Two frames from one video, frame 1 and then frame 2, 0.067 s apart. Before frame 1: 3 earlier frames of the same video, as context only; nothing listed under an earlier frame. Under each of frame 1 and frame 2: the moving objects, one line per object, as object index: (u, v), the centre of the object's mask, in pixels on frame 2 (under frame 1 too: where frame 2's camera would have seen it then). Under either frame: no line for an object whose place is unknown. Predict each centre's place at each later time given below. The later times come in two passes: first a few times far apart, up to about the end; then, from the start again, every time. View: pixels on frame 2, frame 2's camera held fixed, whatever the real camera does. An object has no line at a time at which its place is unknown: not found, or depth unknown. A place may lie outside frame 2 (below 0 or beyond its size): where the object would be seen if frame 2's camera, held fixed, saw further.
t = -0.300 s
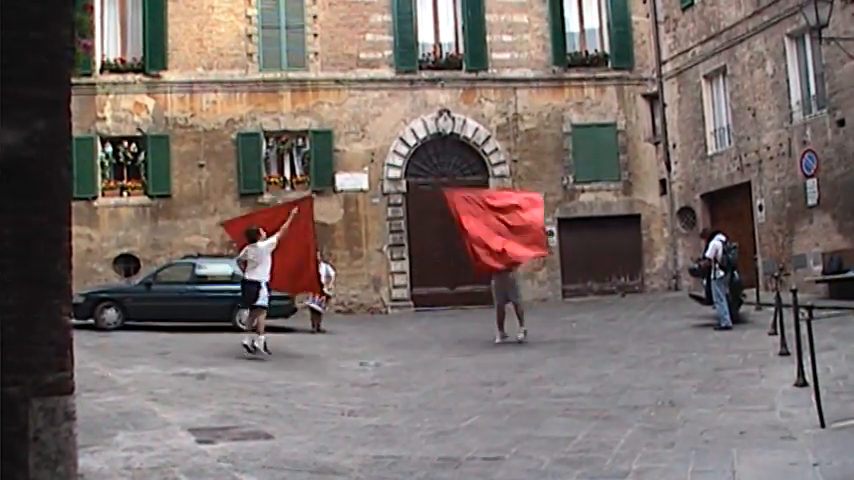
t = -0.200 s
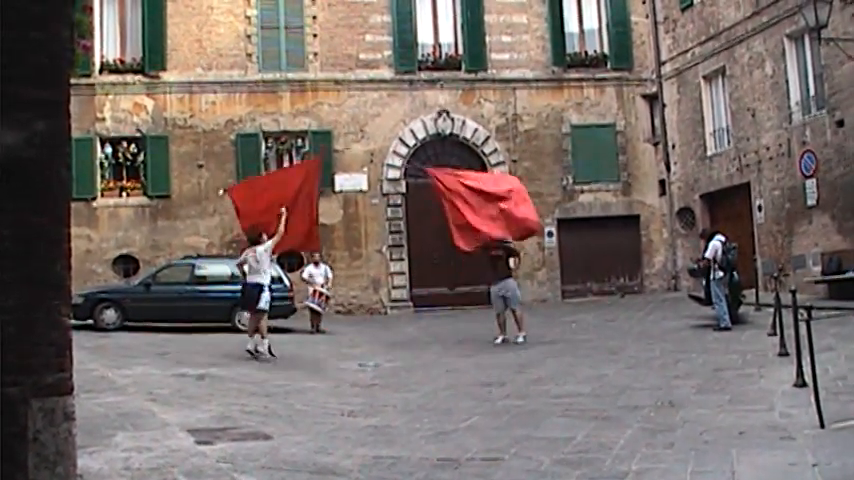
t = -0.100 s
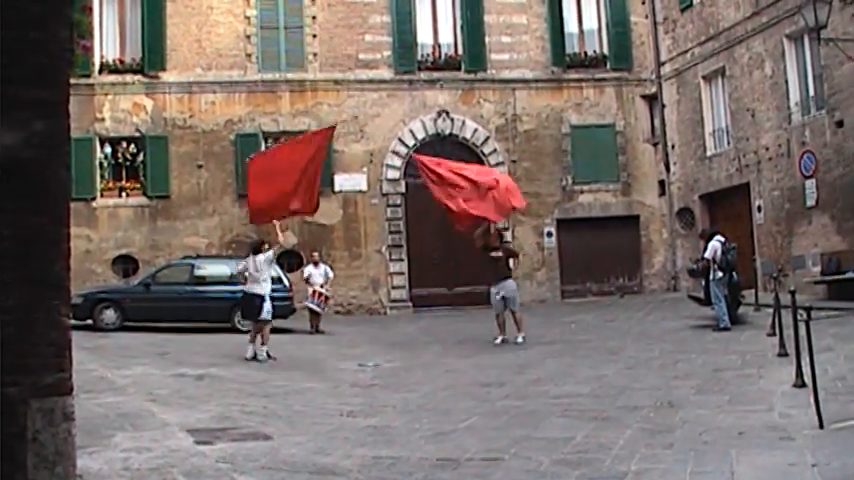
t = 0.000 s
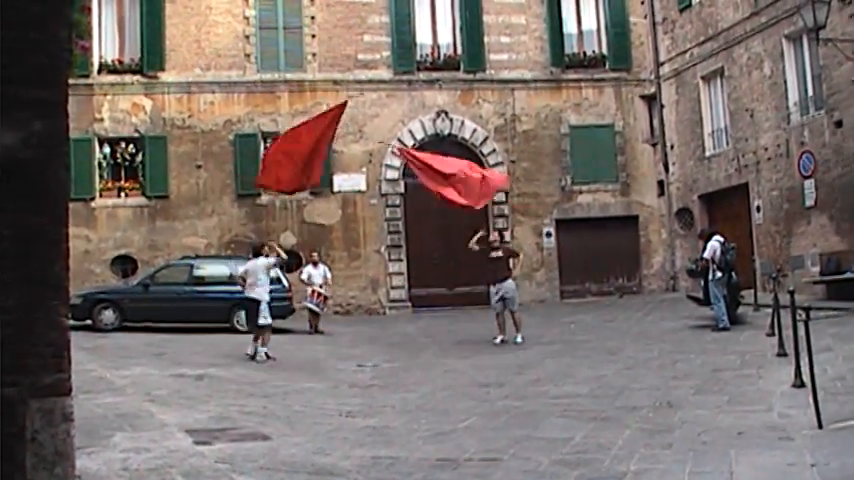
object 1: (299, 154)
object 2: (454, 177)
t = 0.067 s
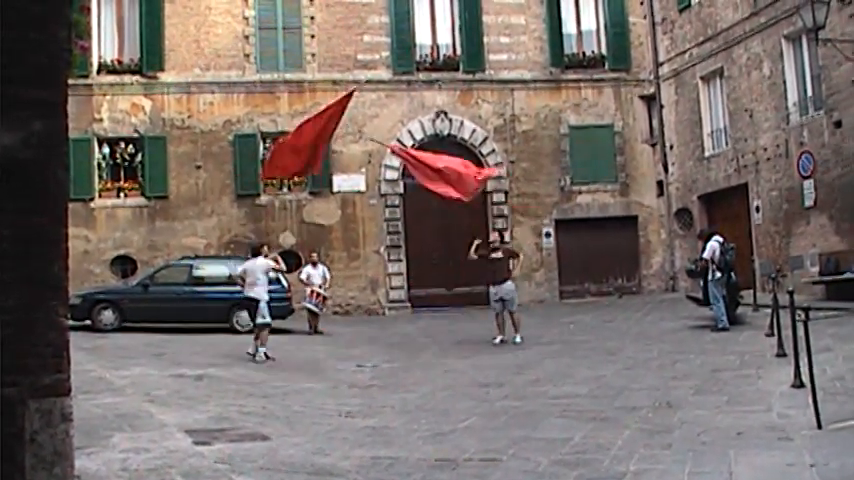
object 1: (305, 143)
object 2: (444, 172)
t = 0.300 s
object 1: (342, 105)
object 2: (404, 157)
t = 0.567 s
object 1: (385, 87)
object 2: (357, 171)
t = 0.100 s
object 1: (308, 139)
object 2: (439, 169)
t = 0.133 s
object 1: (312, 133)
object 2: (433, 166)
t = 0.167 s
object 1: (318, 126)
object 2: (428, 164)
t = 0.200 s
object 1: (324, 119)
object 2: (422, 161)
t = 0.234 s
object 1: (331, 113)
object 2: (416, 160)
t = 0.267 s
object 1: (336, 109)
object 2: (409, 158)
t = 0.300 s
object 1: (342, 105)
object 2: (404, 157)
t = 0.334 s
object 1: (349, 100)
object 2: (397, 157)
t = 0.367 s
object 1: (355, 96)
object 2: (391, 158)
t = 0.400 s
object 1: (361, 92)
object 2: (384, 159)
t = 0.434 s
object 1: (367, 90)
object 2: (379, 161)
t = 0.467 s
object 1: (371, 89)
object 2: (373, 163)
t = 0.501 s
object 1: (374, 88)
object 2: (367, 166)
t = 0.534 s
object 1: (380, 87)
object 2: (363, 168)
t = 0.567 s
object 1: (385, 87)
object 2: (357, 171)
